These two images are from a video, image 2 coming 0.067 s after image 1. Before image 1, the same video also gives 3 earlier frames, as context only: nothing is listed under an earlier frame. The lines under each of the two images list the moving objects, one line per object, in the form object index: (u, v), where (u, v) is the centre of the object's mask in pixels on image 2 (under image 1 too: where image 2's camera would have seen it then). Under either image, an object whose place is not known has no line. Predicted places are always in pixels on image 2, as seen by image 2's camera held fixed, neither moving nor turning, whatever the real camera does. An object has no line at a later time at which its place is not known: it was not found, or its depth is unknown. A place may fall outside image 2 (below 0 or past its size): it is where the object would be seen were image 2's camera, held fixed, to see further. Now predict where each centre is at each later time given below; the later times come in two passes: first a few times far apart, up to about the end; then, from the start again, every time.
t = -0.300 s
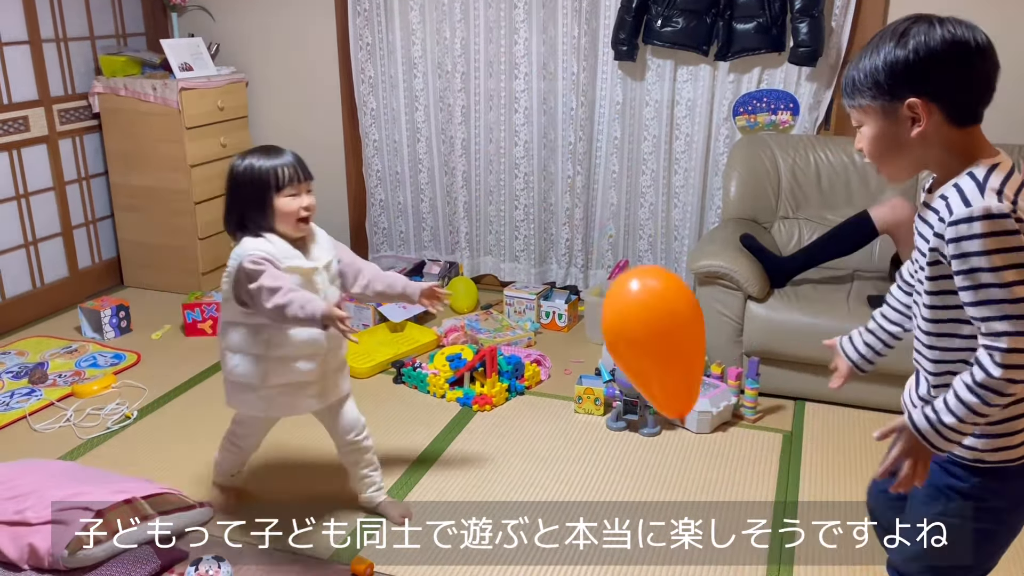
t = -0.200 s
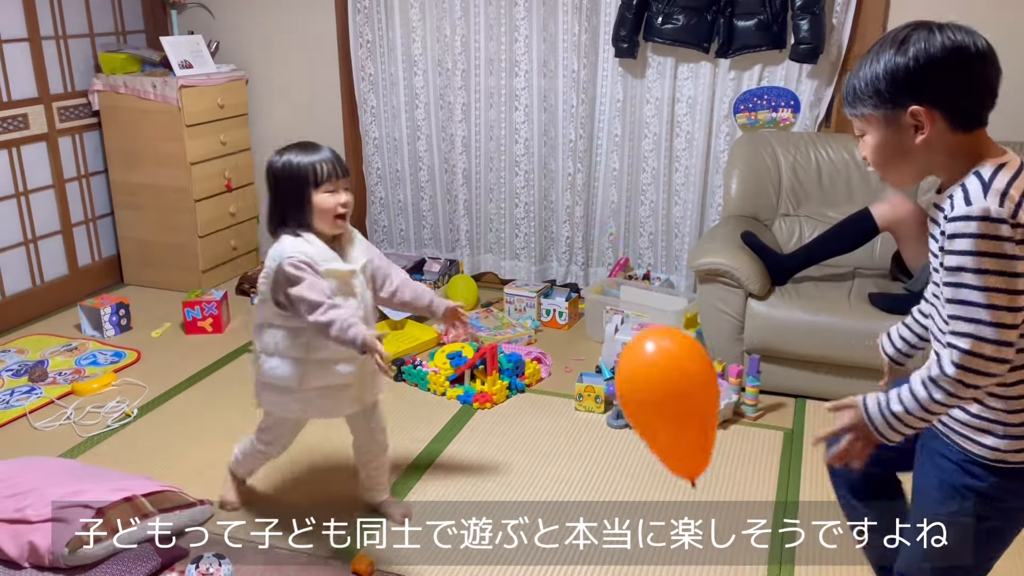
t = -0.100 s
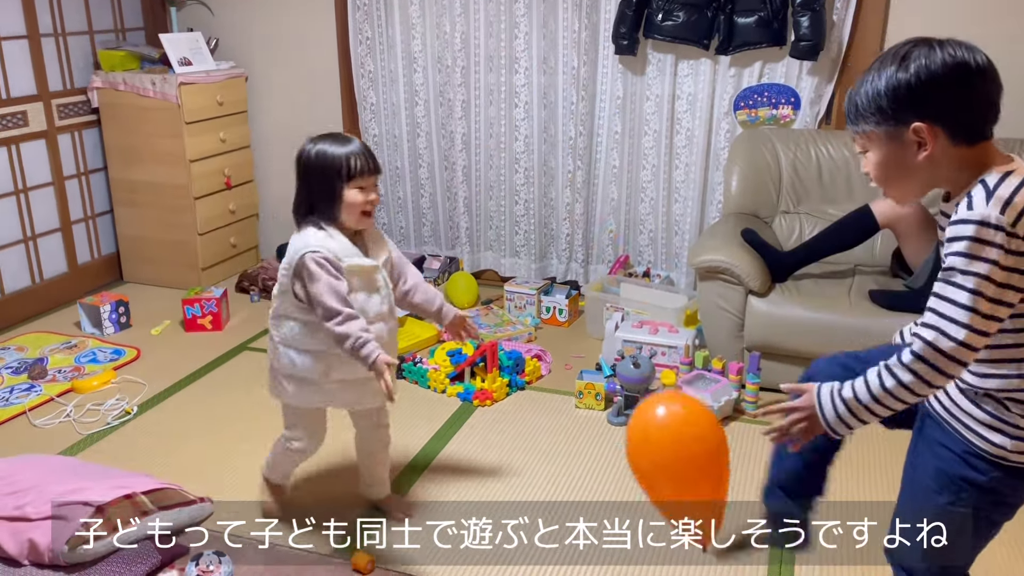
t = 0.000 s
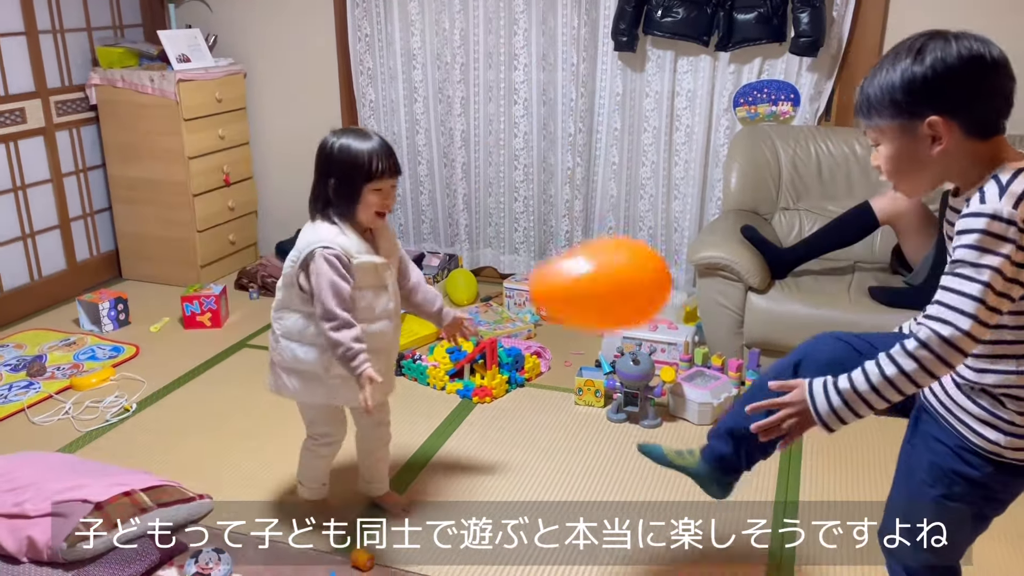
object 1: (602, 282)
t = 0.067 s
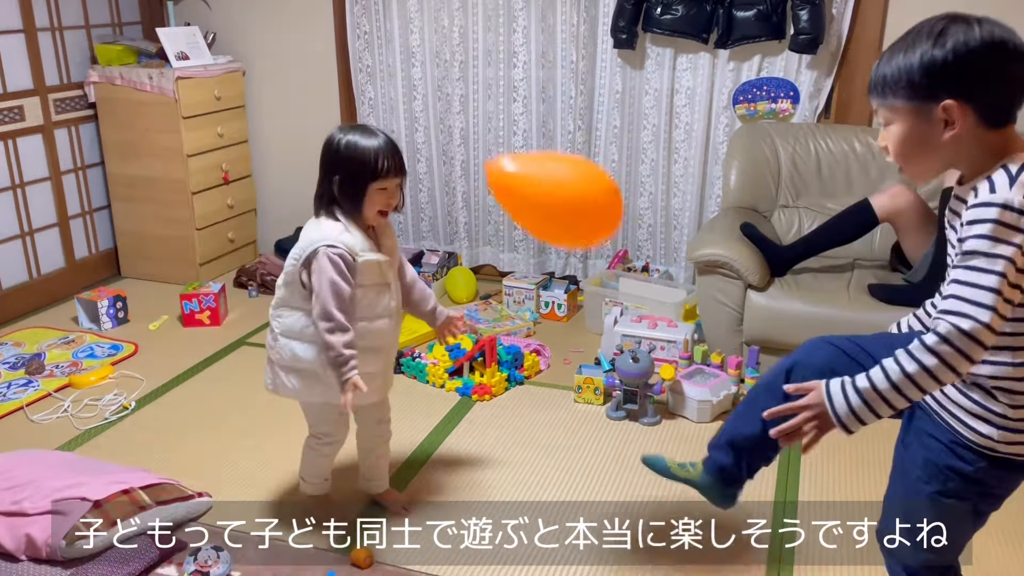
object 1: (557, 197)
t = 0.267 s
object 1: (502, 48)
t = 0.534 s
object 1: (502, 31)
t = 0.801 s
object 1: (499, 56)
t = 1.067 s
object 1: (491, 147)
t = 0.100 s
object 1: (538, 160)
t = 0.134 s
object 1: (524, 130)
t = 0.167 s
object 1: (514, 102)
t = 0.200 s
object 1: (508, 79)
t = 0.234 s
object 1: (504, 61)
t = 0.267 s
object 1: (502, 48)
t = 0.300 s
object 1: (500, 41)
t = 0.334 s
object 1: (499, 37)
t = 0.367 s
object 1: (498, 34)
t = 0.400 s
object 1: (498, 32)
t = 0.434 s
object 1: (498, 30)
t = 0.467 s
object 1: (499, 30)
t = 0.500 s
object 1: (500, 30)
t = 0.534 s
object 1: (502, 31)
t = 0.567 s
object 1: (502, 34)
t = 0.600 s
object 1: (504, 36)
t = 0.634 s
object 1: (504, 38)
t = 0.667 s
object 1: (503, 41)
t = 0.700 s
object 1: (503, 45)
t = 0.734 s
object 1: (502, 48)
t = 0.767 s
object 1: (500, 52)
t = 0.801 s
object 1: (499, 56)
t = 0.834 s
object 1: (497, 62)
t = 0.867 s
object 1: (495, 72)
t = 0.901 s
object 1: (494, 83)
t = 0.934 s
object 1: (493, 95)
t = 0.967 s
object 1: (492, 108)
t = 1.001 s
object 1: (491, 121)
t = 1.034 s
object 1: (491, 133)
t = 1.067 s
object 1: (491, 147)
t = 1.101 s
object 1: (491, 160)
